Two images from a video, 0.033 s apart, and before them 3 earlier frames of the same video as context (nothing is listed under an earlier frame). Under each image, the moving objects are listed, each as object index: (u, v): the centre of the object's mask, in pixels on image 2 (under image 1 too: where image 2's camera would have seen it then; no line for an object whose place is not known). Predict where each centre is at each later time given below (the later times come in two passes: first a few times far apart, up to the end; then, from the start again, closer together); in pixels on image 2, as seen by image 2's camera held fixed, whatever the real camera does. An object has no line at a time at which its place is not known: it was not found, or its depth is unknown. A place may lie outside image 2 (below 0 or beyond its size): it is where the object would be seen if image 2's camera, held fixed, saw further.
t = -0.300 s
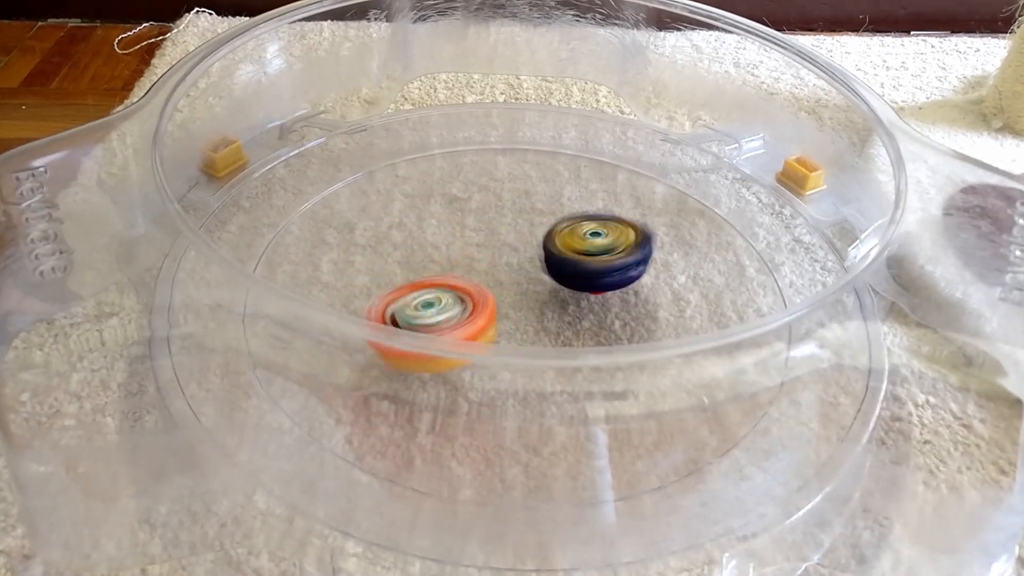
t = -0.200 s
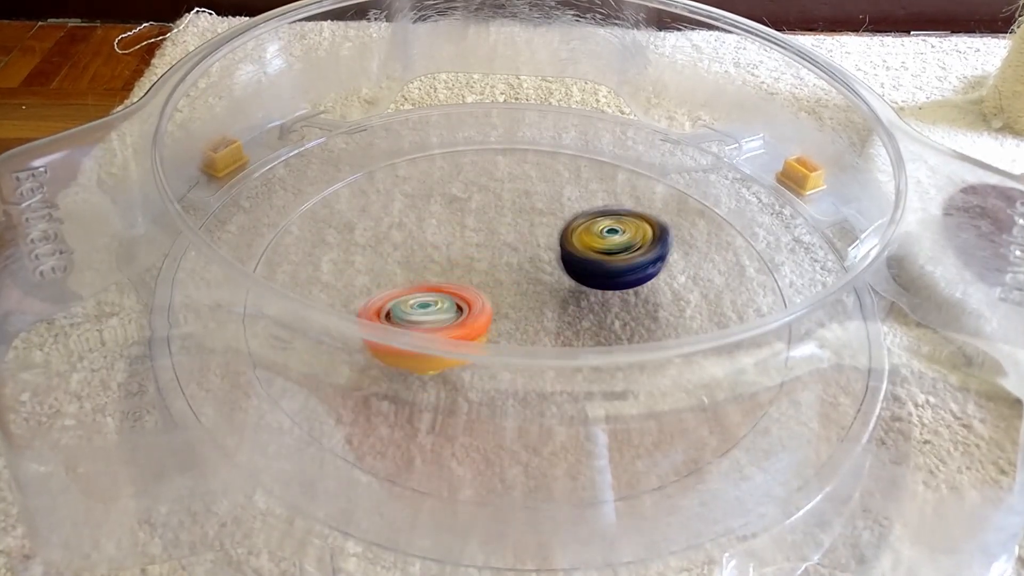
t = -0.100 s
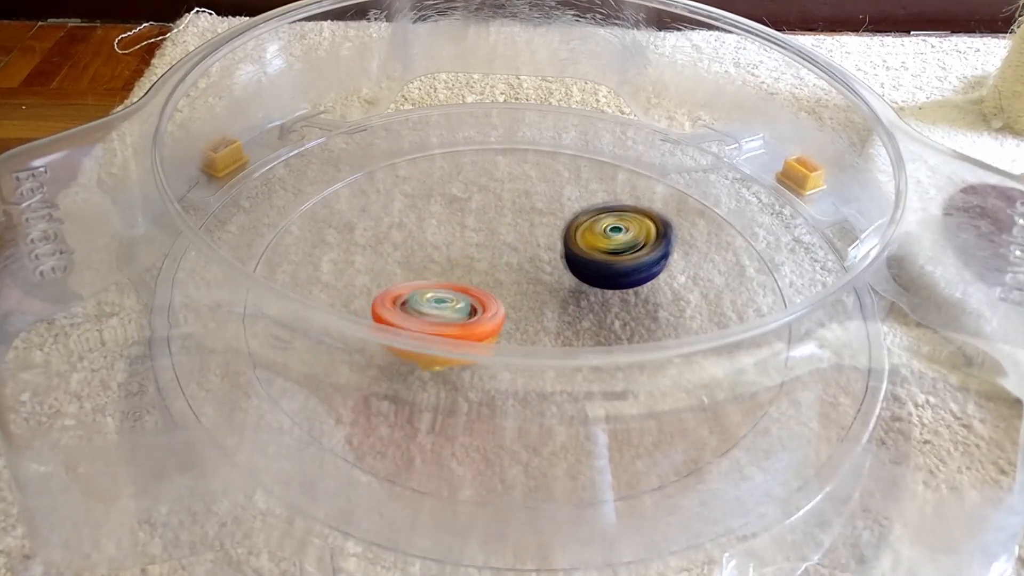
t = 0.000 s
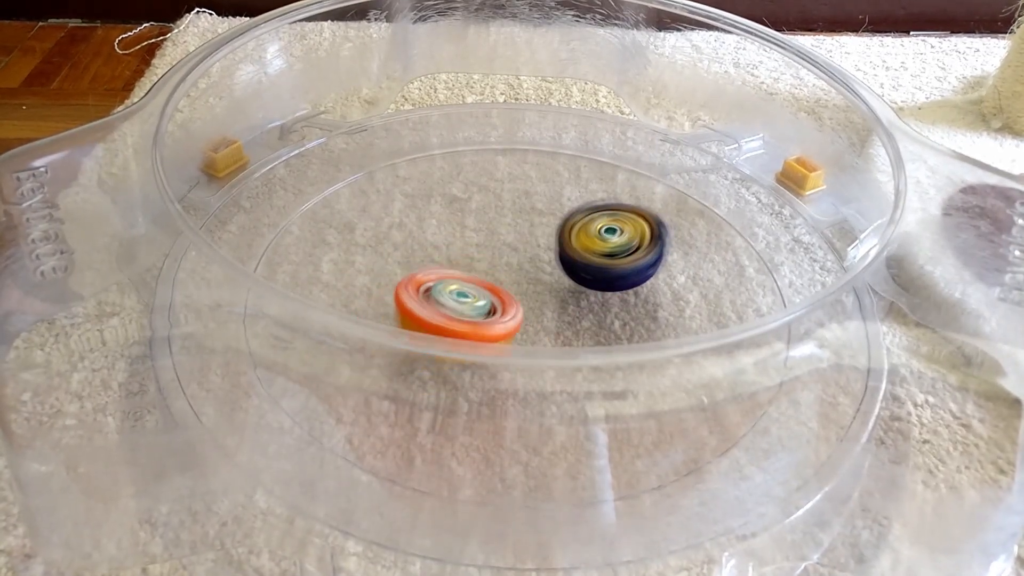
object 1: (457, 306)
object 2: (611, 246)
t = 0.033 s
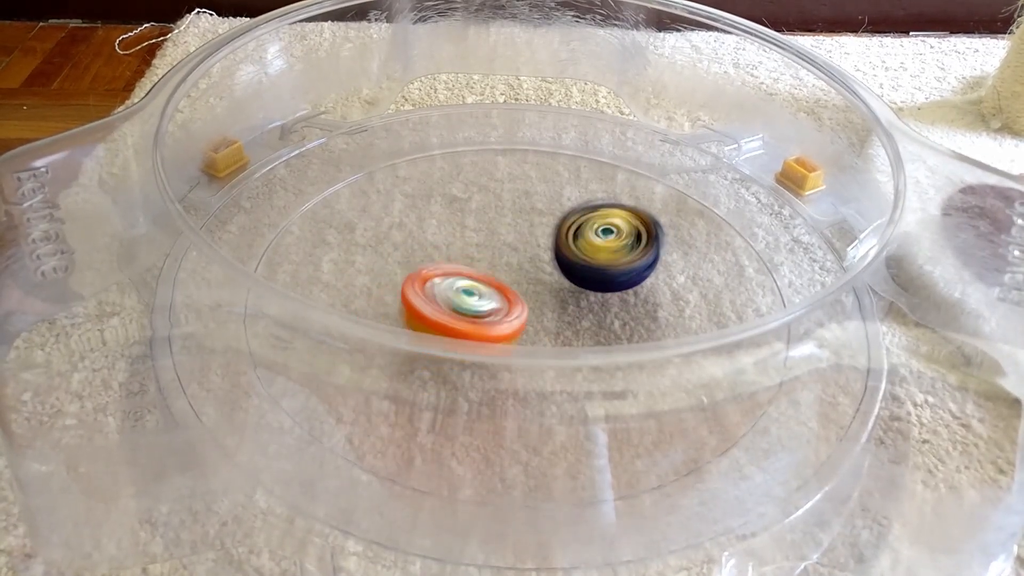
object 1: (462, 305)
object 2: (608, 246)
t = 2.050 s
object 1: (461, 305)
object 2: (591, 224)
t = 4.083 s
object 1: (452, 293)
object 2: (581, 297)
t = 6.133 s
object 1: (438, 267)
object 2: (599, 303)
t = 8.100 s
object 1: (471, 281)
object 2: (582, 289)
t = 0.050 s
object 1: (465, 304)
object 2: (606, 247)
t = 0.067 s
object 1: (468, 303)
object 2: (604, 247)
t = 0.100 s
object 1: (473, 302)
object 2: (599, 248)
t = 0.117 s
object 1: (476, 300)
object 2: (597, 248)
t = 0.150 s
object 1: (481, 299)
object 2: (591, 250)
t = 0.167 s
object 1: (484, 298)
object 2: (588, 251)
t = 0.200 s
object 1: (488, 296)
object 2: (583, 252)
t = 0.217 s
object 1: (488, 296)
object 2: (582, 251)
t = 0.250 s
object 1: (485, 296)
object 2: (586, 248)
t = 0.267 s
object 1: (485, 295)
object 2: (586, 247)
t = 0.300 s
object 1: (486, 295)
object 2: (586, 247)
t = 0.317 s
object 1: (487, 294)
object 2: (585, 247)
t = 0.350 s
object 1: (488, 293)
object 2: (584, 247)
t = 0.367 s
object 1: (484, 294)
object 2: (586, 244)
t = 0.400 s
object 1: (475, 296)
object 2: (592, 240)
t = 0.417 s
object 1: (472, 297)
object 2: (593, 240)
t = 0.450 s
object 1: (468, 297)
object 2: (593, 240)
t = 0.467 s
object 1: (467, 297)
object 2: (594, 240)
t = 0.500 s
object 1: (467, 297)
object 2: (592, 240)
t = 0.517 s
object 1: (468, 297)
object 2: (591, 240)
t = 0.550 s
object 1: (470, 297)
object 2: (587, 242)
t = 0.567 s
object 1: (472, 297)
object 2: (586, 243)
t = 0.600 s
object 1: (477, 296)
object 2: (582, 244)
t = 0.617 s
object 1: (479, 296)
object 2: (579, 245)
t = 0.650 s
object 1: (484, 296)
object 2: (576, 246)
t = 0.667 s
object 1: (481, 296)
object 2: (575, 245)
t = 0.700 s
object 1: (478, 299)
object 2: (577, 242)
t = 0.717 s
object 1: (475, 300)
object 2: (579, 242)
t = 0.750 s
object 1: (475, 301)
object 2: (579, 242)
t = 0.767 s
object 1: (474, 301)
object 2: (579, 243)
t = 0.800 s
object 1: (475, 301)
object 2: (577, 243)
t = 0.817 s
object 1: (475, 301)
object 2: (577, 244)
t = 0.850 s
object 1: (476, 301)
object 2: (573, 244)
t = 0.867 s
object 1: (477, 301)
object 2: (572, 245)
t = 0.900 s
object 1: (479, 300)
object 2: (569, 246)
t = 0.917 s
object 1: (480, 301)
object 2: (568, 247)
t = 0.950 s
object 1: (479, 300)
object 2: (567, 247)
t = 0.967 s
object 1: (475, 302)
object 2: (567, 246)
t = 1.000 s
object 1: (469, 303)
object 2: (570, 243)
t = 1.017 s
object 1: (466, 304)
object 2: (570, 242)
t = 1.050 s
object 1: (465, 304)
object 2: (571, 242)
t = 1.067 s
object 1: (464, 303)
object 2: (572, 241)
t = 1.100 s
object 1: (465, 303)
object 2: (573, 242)
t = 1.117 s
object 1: (465, 303)
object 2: (573, 242)
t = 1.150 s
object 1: (467, 302)
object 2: (570, 244)
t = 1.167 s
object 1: (468, 301)
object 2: (569, 243)
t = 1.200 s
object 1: (470, 301)
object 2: (565, 244)
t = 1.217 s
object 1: (471, 300)
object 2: (565, 244)
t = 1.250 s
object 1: (474, 299)
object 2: (563, 245)
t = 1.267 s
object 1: (476, 299)
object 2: (562, 246)
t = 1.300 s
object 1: (478, 298)
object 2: (561, 247)
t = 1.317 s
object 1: (474, 299)
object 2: (562, 245)
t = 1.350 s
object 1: (468, 301)
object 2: (568, 240)
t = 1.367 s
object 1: (465, 302)
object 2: (570, 239)
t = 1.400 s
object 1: (463, 302)
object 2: (573, 240)
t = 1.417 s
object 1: (463, 302)
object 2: (573, 240)
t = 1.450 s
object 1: (464, 301)
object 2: (573, 240)
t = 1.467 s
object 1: (465, 301)
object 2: (574, 240)
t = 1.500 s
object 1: (468, 301)
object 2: (574, 241)
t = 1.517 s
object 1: (470, 301)
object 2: (574, 242)
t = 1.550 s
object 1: (473, 300)
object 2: (572, 243)
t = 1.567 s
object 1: (474, 300)
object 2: (570, 244)
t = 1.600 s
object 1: (480, 300)
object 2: (569, 244)
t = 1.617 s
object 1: (481, 299)
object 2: (569, 245)
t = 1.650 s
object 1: (485, 298)
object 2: (568, 247)
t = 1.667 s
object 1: (477, 301)
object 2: (572, 244)
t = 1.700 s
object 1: (462, 306)
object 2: (585, 233)
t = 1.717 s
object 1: (456, 308)
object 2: (590, 230)
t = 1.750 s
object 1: (444, 319)
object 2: (596, 225)
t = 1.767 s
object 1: (439, 321)
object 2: (598, 224)
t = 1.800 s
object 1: (435, 322)
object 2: (602, 223)
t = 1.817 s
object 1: (436, 321)
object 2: (604, 222)
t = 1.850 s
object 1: (436, 319)
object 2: (605, 221)
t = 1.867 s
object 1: (441, 311)
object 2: (604, 220)
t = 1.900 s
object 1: (442, 310)
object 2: (604, 220)
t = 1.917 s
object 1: (444, 310)
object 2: (603, 220)
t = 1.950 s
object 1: (448, 309)
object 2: (601, 220)
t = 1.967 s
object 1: (450, 308)
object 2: (600, 220)
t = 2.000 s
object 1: (455, 308)
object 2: (596, 222)
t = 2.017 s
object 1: (457, 306)
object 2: (594, 223)
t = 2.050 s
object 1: (461, 305)
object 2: (591, 224)
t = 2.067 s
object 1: (463, 305)
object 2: (589, 226)
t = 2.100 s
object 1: (469, 304)
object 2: (584, 230)
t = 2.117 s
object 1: (473, 303)
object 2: (581, 231)
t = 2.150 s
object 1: (476, 302)
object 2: (578, 236)
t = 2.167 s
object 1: (477, 301)
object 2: (575, 239)
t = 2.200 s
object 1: (483, 301)
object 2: (570, 243)
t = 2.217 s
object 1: (486, 300)
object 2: (570, 246)
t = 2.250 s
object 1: (488, 300)
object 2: (569, 250)
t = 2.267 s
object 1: (480, 302)
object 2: (571, 246)
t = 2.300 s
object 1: (467, 306)
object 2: (584, 238)
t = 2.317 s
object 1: (461, 307)
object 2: (588, 236)
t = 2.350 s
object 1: (450, 321)
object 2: (595, 232)
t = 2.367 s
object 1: (450, 322)
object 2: (598, 231)
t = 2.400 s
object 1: (449, 323)
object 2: (600, 231)
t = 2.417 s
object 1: (449, 323)
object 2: (602, 231)
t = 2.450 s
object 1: (451, 322)
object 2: (606, 232)
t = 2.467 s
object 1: (453, 322)
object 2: (607, 232)
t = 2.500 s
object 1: (459, 313)
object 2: (609, 233)
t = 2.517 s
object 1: (459, 313)
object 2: (608, 233)
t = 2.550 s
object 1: (463, 312)
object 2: (607, 234)
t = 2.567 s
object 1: (465, 312)
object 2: (608, 235)
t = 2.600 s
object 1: (469, 311)
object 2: (607, 236)
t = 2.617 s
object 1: (471, 310)
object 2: (606, 237)
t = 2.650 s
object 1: (474, 310)
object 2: (603, 239)
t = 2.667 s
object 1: (476, 308)
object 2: (603, 240)
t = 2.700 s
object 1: (481, 308)
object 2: (600, 244)
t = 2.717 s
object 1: (481, 307)
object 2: (598, 244)
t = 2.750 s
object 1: (486, 306)
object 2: (596, 248)
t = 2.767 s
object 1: (488, 305)
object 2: (595, 250)
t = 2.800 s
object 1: (491, 304)
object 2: (593, 253)
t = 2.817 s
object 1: (493, 304)
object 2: (590, 256)
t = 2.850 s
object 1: (495, 303)
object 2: (588, 260)
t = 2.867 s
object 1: (496, 303)
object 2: (588, 262)
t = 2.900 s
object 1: (494, 303)
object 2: (588, 263)
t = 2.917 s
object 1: (492, 304)
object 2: (588, 265)
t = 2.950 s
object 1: (490, 303)
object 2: (588, 269)
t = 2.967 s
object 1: (487, 304)
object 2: (589, 270)
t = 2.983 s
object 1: (483, 304)
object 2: (592, 272)
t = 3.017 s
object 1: (480, 304)
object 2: (592, 274)
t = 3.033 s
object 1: (480, 304)
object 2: (594, 275)
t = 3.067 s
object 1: (481, 304)
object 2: (594, 279)
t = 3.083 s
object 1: (481, 303)
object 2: (595, 279)
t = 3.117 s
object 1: (482, 303)
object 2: (598, 282)
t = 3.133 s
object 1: (477, 304)
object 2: (604, 281)
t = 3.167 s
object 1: (467, 306)
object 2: (615, 278)
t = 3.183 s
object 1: (465, 306)
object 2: (618, 277)
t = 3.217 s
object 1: (462, 306)
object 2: (622, 276)
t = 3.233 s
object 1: (461, 306)
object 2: (623, 275)
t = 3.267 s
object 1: (459, 305)
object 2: (626, 274)
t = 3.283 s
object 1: (459, 304)
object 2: (626, 272)
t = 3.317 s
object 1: (458, 304)
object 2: (628, 270)
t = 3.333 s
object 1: (458, 302)
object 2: (627, 269)
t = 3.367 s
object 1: (459, 299)
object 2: (625, 266)
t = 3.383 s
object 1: (459, 299)
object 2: (623, 266)
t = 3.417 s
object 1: (462, 298)
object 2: (621, 265)
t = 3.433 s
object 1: (463, 296)
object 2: (618, 264)
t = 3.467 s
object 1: (466, 295)
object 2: (613, 263)
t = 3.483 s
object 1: (467, 294)
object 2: (609, 263)
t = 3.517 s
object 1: (472, 292)
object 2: (603, 263)
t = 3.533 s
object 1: (473, 291)
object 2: (598, 264)
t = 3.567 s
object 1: (479, 289)
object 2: (592, 265)
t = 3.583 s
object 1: (477, 288)
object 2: (591, 265)
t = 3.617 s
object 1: (460, 287)
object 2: (602, 261)
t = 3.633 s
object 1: (452, 287)
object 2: (606, 260)
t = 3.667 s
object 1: (440, 286)
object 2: (610, 259)
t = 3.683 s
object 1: (439, 286)
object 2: (608, 259)
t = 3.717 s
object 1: (436, 286)
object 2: (605, 262)
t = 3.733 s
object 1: (436, 285)
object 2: (603, 263)
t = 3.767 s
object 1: (438, 286)
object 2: (600, 266)
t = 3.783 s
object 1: (439, 286)
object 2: (600, 268)
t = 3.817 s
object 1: (442, 287)
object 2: (597, 270)
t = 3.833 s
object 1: (444, 287)
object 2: (596, 271)
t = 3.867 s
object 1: (445, 288)
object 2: (593, 275)
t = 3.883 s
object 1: (446, 288)
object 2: (592, 276)
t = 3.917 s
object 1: (447, 289)
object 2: (589, 279)
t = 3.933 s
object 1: (447, 289)
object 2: (588, 281)
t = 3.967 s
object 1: (447, 290)
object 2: (586, 284)
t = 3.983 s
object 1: (448, 290)
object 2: (586, 286)
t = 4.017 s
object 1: (450, 292)
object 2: (583, 290)
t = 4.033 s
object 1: (451, 293)
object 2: (583, 293)
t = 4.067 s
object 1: (452, 292)
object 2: (582, 295)
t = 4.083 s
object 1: (452, 293)
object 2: (581, 297)
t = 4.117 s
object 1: (453, 293)
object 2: (581, 299)
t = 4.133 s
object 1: (453, 294)
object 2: (581, 301)
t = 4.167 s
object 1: (456, 294)
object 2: (581, 302)
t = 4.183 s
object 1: (456, 295)
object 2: (581, 303)
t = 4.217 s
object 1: (453, 294)
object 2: (585, 305)
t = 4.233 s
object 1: (449, 295)
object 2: (588, 306)
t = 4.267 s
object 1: (445, 295)
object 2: (596, 309)
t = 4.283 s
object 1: (444, 294)
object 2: (596, 309)
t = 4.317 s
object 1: (446, 293)
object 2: (598, 308)
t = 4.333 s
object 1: (448, 293)
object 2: (600, 308)
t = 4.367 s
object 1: (454, 292)
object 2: (603, 307)
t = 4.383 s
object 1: (456, 292)
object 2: (605, 306)
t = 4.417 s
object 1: (460, 292)
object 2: (605, 305)
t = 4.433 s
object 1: (461, 291)
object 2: (606, 304)
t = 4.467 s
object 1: (464, 291)
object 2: (604, 302)
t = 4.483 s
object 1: (465, 291)
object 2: (603, 302)
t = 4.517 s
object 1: (468, 291)
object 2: (601, 300)
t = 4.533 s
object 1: (469, 291)
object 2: (599, 299)
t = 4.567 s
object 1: (466, 288)
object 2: (601, 297)
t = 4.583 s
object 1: (463, 287)
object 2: (604, 297)
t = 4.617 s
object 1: (457, 285)
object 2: (607, 296)
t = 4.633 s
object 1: (459, 285)
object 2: (605, 295)
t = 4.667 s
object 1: (462, 283)
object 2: (599, 294)
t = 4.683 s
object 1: (463, 283)
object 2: (596, 293)
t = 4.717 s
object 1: (466, 284)
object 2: (589, 293)
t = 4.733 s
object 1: (459, 283)
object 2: (594, 293)
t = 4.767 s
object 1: (451, 283)
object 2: (599, 291)
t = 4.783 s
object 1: (448, 282)
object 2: (600, 291)
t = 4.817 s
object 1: (450, 279)
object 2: (597, 291)
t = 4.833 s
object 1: (453, 279)
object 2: (594, 291)
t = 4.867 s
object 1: (457, 279)
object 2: (590, 292)
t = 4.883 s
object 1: (459, 279)
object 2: (589, 292)
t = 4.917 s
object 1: (461, 282)
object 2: (585, 293)
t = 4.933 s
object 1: (463, 284)
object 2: (585, 293)
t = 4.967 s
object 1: (453, 283)
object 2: (591, 293)
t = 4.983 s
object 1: (449, 283)
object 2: (592, 294)
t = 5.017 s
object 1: (444, 282)
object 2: (593, 294)
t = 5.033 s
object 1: (442, 282)
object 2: (592, 294)
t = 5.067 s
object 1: (443, 280)
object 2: (589, 295)
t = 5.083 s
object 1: (443, 279)
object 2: (587, 296)
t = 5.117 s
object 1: (448, 280)
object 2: (586, 298)
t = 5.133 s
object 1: (450, 280)
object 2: (584, 298)
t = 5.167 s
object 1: (454, 282)
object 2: (583, 299)
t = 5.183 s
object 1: (455, 283)
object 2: (582, 299)
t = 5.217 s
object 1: (456, 284)
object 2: (580, 300)
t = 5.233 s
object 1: (455, 284)
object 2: (580, 301)
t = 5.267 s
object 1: (452, 284)
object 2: (581, 302)
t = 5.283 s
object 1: (450, 284)
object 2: (581, 302)
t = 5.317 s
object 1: (447, 283)
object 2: (581, 304)
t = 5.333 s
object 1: (449, 281)
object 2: (582, 304)
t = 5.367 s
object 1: (452, 279)
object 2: (579, 304)
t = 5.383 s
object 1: (455, 279)
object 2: (579, 305)
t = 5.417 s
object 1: (451, 277)
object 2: (588, 306)
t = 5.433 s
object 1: (453, 277)
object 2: (591, 306)
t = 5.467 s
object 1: (456, 276)
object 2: (592, 306)
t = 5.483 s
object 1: (458, 275)
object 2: (590, 306)
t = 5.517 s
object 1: (460, 274)
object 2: (588, 305)
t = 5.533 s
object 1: (462, 276)
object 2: (587, 303)
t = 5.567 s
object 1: (463, 275)
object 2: (586, 302)
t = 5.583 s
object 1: (464, 275)
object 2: (586, 301)
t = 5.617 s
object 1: (464, 273)
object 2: (585, 300)
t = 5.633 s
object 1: (464, 273)
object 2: (584, 299)
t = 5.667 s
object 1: (462, 270)
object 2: (585, 298)
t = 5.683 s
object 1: (456, 267)
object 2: (592, 299)
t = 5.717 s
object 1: (449, 263)
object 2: (597, 298)
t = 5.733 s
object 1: (447, 261)
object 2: (597, 297)
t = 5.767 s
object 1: (450, 259)
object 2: (595, 297)
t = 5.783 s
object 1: (451, 259)
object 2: (593, 296)
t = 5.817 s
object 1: (456, 261)
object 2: (588, 297)
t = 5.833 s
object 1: (458, 263)
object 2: (586, 297)
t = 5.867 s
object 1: (461, 267)
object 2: (583, 297)
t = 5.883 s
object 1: (462, 270)
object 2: (583, 297)
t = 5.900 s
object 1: (461, 271)
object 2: (582, 297)
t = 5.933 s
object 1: (462, 273)
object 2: (579, 297)
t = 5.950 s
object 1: (462, 273)
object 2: (579, 298)
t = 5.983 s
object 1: (459, 273)
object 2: (583, 299)
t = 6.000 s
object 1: (451, 273)
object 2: (589, 300)
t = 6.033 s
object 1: (443, 269)
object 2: (600, 303)
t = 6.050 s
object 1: (440, 267)
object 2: (600, 303)
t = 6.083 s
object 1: (437, 258)
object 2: (602, 303)
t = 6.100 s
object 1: (436, 266)
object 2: (602, 303)
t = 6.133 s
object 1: (438, 267)
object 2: (599, 303)
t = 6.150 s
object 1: (440, 259)
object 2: (599, 303)
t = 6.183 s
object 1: (442, 268)
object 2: (597, 301)
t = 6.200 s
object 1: (442, 268)
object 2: (596, 301)
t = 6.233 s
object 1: (443, 269)
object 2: (595, 301)
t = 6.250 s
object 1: (445, 271)
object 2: (594, 301)
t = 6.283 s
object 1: (445, 272)
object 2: (592, 300)
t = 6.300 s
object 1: (446, 273)
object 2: (591, 300)
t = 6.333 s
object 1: (445, 275)
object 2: (587, 300)
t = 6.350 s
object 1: (444, 275)
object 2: (583, 300)
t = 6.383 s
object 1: (443, 276)
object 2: (577, 301)
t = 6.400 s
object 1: (445, 277)
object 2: (574, 302)
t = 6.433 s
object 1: (444, 279)
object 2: (567, 304)
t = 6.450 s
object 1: (445, 281)
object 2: (565, 305)
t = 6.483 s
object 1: (444, 282)
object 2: (558, 307)
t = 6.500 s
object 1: (445, 283)
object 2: (555, 307)
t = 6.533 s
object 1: (436, 280)
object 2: (560, 313)
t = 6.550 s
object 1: (432, 280)
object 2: (561, 316)
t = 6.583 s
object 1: (430, 269)
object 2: (562, 319)
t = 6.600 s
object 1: (429, 269)
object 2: (563, 321)
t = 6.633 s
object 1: (434, 268)
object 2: (565, 322)
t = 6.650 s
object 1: (435, 268)
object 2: (567, 323)
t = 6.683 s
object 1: (443, 270)
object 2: (572, 323)
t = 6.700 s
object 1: (445, 272)
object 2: (570, 323)
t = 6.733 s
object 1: (451, 275)
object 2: (573, 321)
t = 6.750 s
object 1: (452, 276)
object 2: (571, 319)
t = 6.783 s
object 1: (452, 280)
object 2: (571, 317)
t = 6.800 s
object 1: (454, 281)
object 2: (570, 316)
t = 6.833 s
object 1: (455, 282)
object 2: (567, 313)
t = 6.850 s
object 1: (455, 283)
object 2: (566, 312)
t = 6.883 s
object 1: (443, 276)
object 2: (577, 311)
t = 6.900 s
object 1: (437, 275)
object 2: (584, 310)
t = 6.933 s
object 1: (427, 272)
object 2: (591, 309)
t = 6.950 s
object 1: (422, 271)
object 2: (594, 309)
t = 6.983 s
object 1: (420, 268)
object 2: (592, 309)
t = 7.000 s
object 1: (423, 265)
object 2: (590, 308)
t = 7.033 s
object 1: (426, 264)
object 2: (585, 304)
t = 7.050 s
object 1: (429, 264)
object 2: (581, 301)
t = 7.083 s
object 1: (437, 263)
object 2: (575, 296)
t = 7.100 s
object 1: (441, 262)
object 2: (572, 294)
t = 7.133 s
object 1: (450, 260)
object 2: (566, 289)
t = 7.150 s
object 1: (454, 260)
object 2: (563, 288)
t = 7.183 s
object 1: (457, 260)
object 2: (562, 284)
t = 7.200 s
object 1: (457, 259)
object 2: (564, 283)
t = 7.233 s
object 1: (454, 258)
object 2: (570, 281)
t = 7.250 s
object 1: (451, 257)
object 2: (573, 281)
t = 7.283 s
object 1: (448, 255)
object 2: (576, 280)
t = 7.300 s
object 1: (447, 255)
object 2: (574, 281)
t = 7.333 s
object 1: (446, 257)
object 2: (573, 282)
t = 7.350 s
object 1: (447, 258)
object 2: (573, 280)
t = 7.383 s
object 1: (450, 262)
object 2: (568, 278)
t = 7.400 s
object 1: (452, 264)
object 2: (567, 276)
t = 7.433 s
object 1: (457, 268)
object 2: (566, 278)
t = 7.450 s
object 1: (460, 270)
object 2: (566, 279)
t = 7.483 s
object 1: (461, 276)
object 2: (569, 277)
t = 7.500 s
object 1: (461, 279)
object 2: (571, 275)
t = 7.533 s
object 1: (461, 283)
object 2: (576, 272)
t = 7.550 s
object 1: (462, 284)
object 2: (579, 271)
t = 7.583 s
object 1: (462, 287)
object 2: (582, 270)
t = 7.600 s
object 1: (462, 288)
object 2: (583, 271)
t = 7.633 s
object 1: (463, 289)
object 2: (587, 273)
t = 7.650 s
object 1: (463, 289)
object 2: (588, 275)
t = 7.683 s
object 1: (463, 289)
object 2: (588, 277)
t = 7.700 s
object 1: (463, 289)
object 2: (587, 278)
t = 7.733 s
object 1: (463, 289)
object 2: (584, 280)
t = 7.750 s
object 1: (463, 288)
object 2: (583, 281)
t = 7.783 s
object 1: (463, 287)
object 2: (581, 283)
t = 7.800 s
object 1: (463, 286)
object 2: (582, 285)
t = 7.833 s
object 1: (465, 284)
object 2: (582, 287)
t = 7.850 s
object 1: (466, 283)
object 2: (582, 287)
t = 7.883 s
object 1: (469, 282)
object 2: (582, 288)
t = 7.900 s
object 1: (470, 281)
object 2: (581, 289)
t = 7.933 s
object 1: (471, 281)
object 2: (582, 290)
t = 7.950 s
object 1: (472, 280)
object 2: (582, 290)
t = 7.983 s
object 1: (472, 280)
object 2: (583, 290)
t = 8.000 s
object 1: (472, 280)
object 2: (583, 290)
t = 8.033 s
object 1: (472, 280)
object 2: (583, 290)
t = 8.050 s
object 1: (472, 280)
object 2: (583, 290)
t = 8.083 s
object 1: (471, 281)
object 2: (582, 290)
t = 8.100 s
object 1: (471, 281)
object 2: (582, 289)
